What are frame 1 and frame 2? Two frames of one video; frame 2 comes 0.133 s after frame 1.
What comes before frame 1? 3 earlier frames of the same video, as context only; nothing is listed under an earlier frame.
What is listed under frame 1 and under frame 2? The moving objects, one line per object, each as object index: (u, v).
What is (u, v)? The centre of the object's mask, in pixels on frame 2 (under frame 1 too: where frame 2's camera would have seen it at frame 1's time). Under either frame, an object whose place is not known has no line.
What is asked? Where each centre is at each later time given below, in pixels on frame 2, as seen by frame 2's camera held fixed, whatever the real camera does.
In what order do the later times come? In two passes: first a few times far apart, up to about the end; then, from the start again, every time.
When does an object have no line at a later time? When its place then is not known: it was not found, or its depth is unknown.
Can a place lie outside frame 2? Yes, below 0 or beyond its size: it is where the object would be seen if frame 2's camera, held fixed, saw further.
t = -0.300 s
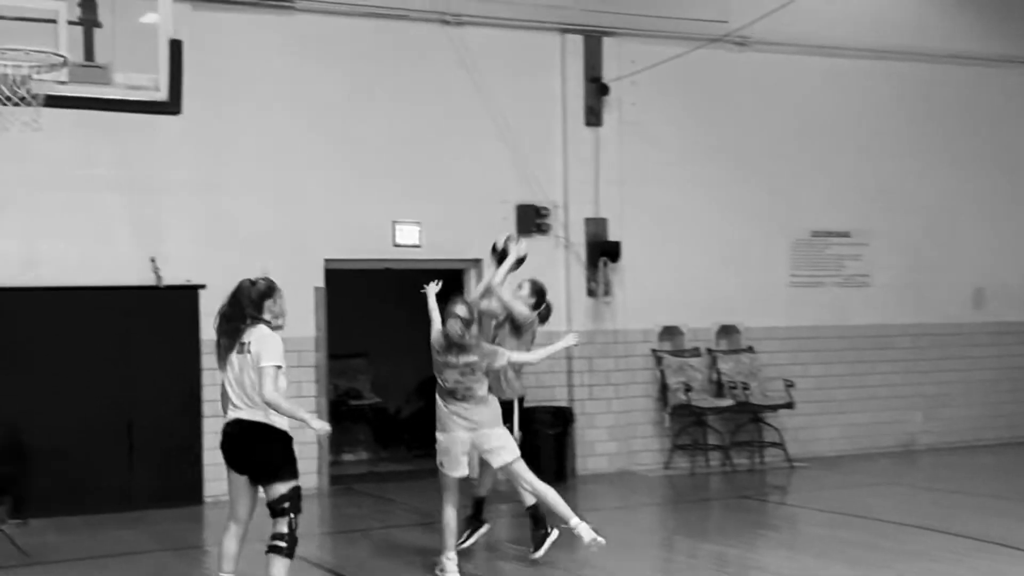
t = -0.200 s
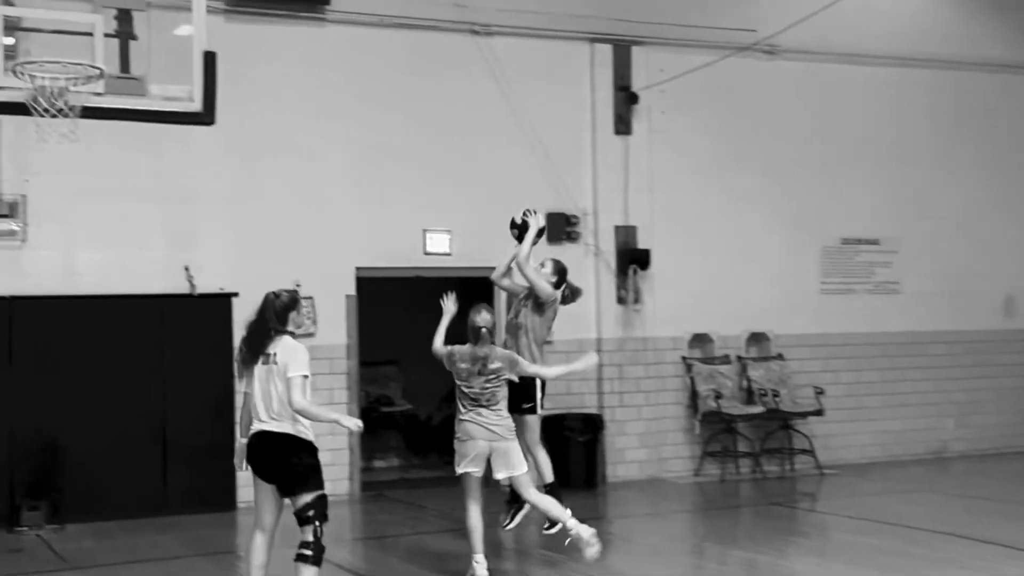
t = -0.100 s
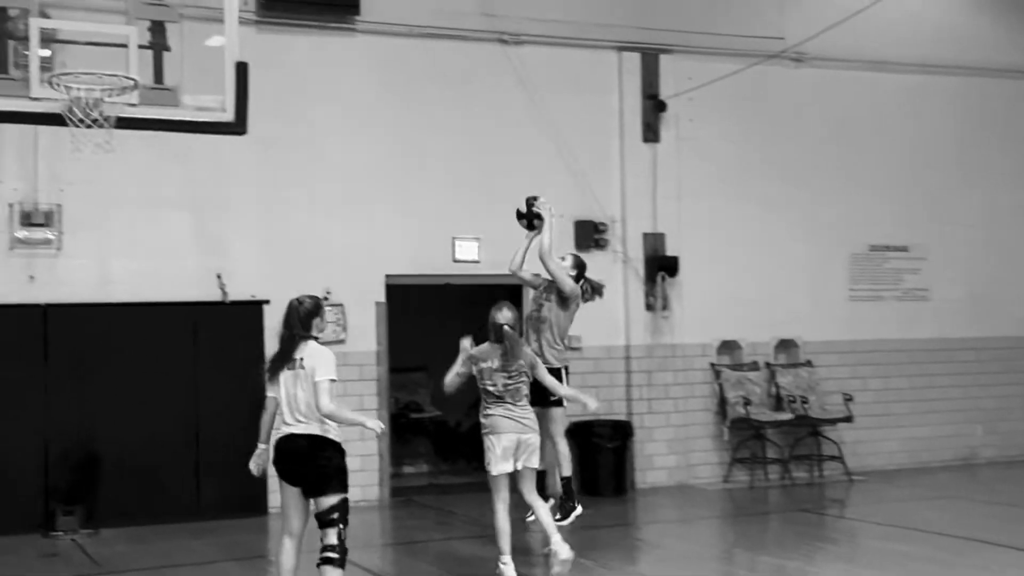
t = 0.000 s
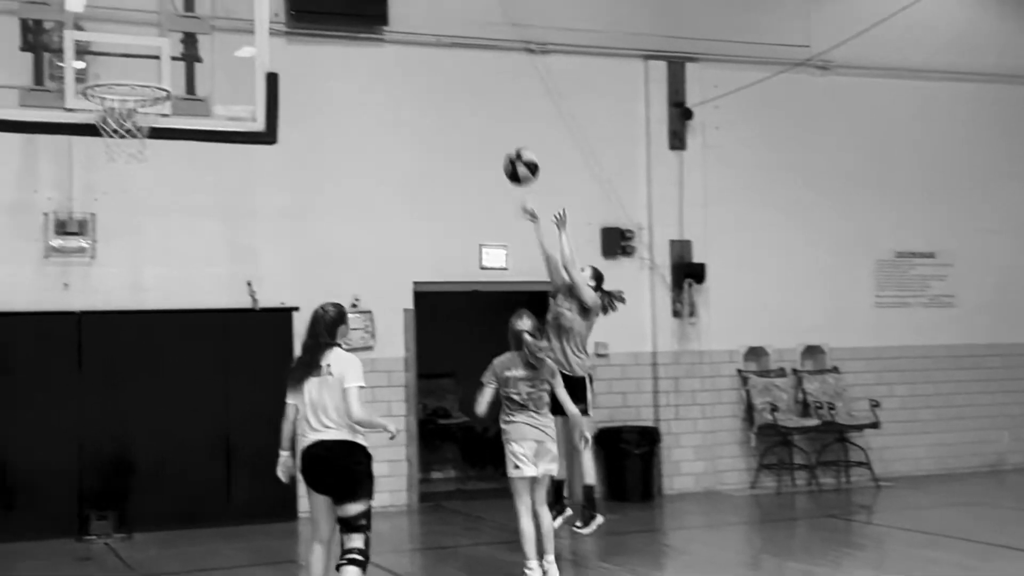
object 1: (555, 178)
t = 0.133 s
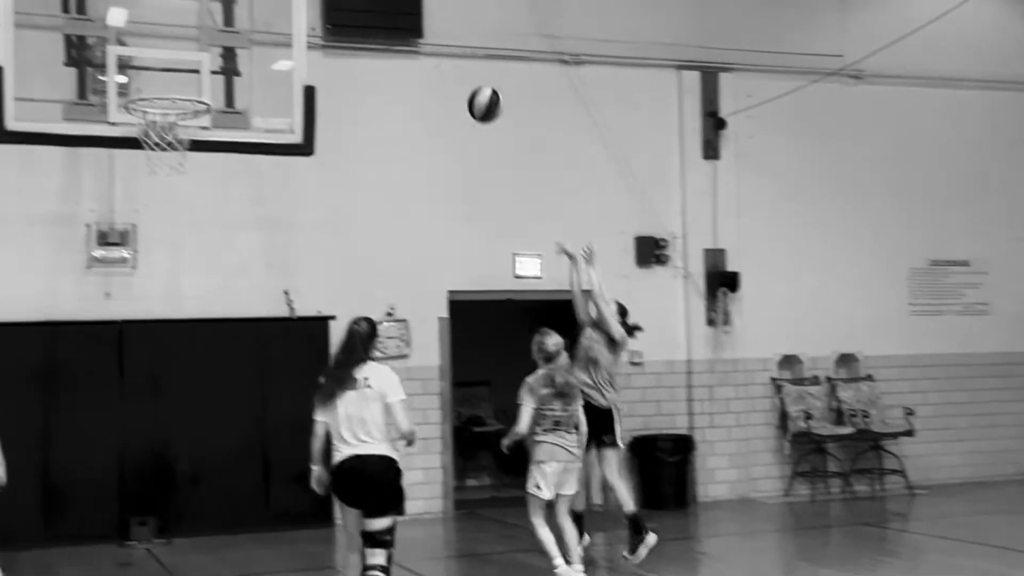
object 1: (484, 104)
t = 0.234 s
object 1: (431, 65)
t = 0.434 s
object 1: (320, 30)
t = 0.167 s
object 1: (467, 90)
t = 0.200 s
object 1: (449, 77)
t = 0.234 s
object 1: (431, 65)
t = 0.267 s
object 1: (413, 55)
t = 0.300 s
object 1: (394, 47)
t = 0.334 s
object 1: (377, 40)
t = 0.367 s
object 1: (358, 36)
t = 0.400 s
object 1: (339, 33)
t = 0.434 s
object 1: (320, 30)
